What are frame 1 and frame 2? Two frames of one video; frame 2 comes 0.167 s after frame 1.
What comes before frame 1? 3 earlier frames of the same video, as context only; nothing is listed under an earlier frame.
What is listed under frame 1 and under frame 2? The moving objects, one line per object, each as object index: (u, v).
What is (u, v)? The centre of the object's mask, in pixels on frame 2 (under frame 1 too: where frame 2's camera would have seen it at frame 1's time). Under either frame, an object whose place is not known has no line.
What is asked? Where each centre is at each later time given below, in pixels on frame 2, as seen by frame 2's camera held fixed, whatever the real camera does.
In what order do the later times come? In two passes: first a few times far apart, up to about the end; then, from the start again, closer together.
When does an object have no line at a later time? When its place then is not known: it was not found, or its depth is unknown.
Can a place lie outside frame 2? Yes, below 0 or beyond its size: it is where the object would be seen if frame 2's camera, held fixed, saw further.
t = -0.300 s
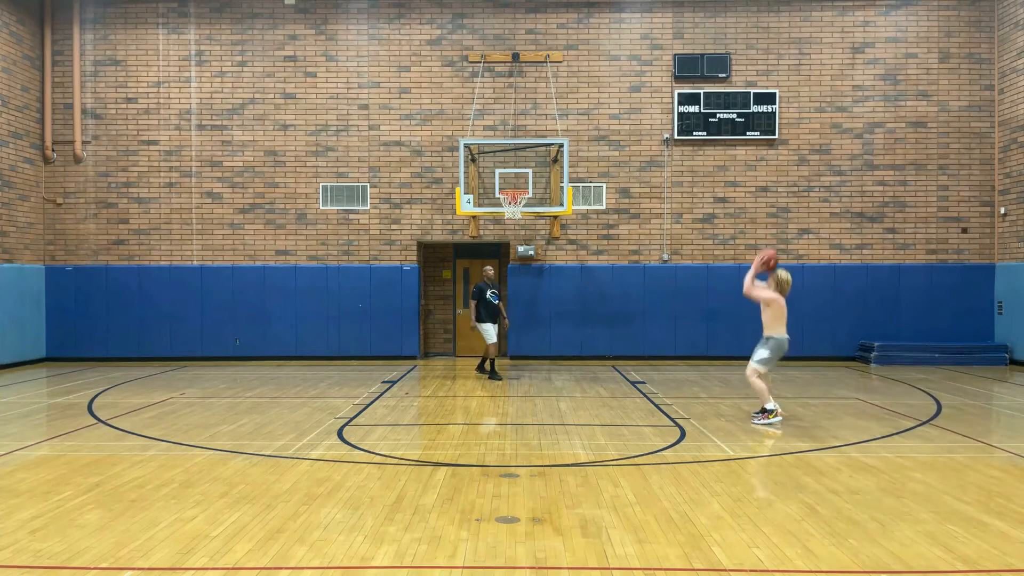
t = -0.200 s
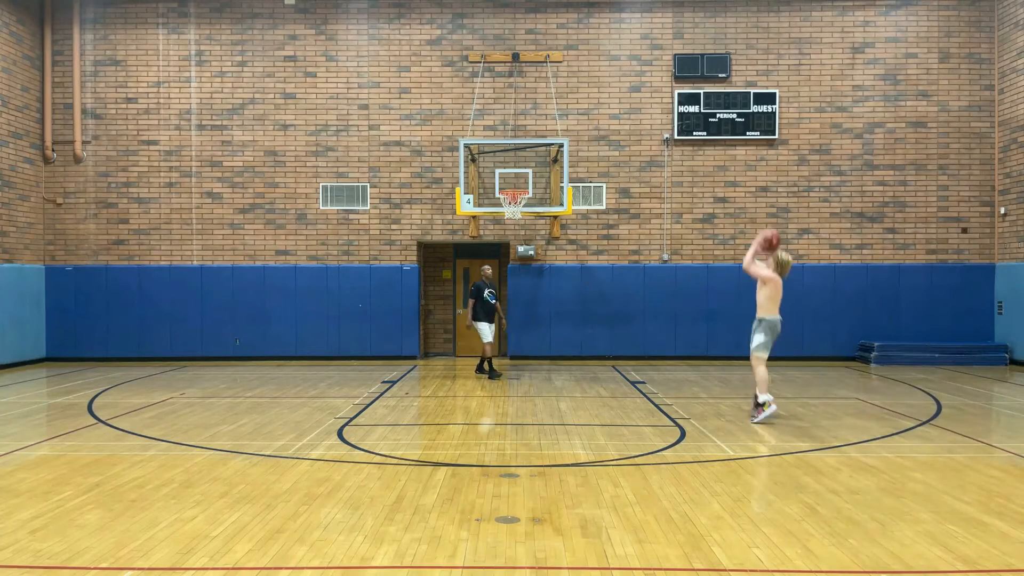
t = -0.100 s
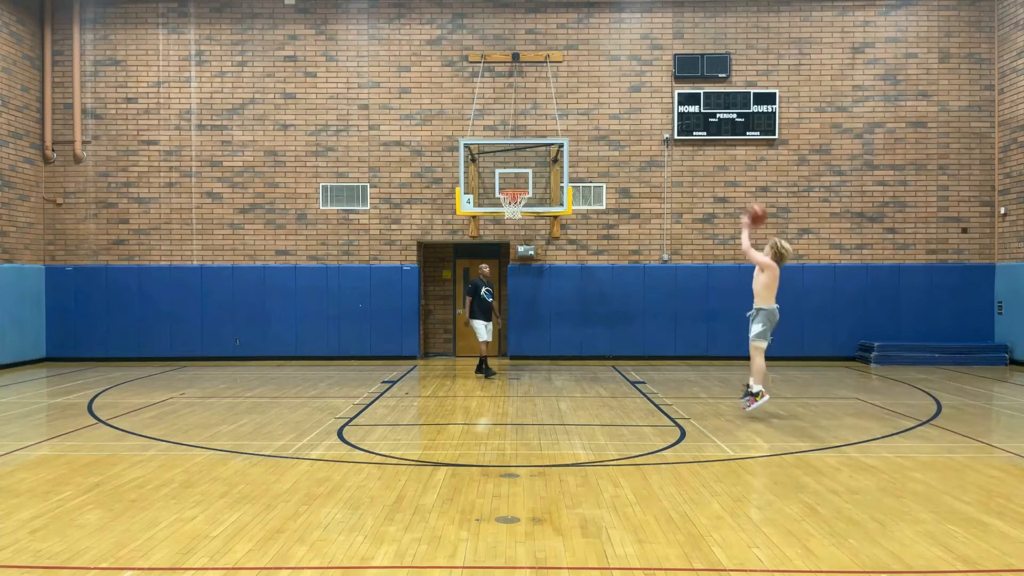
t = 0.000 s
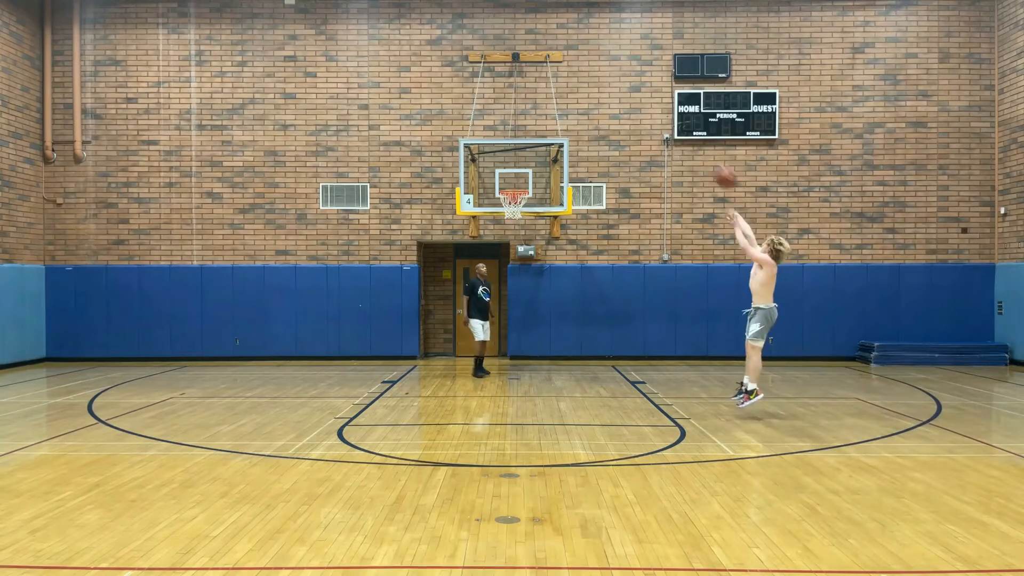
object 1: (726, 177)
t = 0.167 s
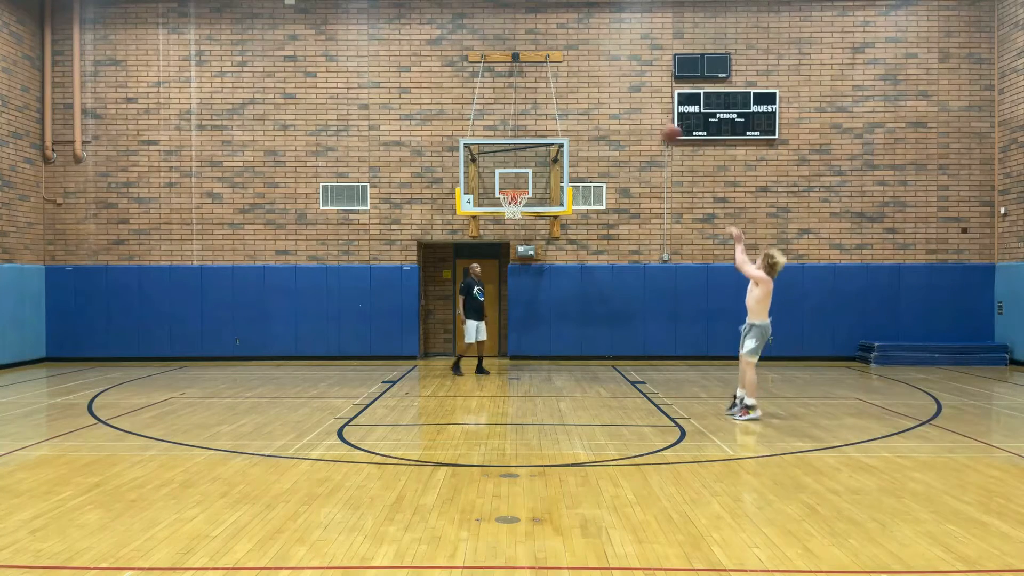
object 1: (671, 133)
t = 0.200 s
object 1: (661, 128)
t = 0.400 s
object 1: (608, 115)
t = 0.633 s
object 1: (557, 135)
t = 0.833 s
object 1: (519, 177)
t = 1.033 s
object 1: (521, 217)
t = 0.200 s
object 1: (661, 128)
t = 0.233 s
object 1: (650, 124)
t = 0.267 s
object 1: (641, 120)
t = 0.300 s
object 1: (633, 118)
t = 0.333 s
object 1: (624, 117)
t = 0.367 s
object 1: (616, 116)
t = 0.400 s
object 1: (608, 115)
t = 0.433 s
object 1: (600, 116)
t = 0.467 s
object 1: (593, 118)
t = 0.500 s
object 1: (585, 120)
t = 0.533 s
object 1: (578, 123)
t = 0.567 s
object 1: (571, 127)
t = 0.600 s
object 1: (563, 131)
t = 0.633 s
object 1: (557, 135)
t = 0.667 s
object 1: (550, 141)
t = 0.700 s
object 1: (544, 147)
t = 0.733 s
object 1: (538, 153)
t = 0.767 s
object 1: (531, 160)
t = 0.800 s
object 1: (525, 168)
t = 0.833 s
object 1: (519, 177)
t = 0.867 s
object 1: (514, 182)
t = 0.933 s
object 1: (512, 199)
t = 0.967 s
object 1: (518, 205)
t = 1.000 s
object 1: (519, 214)
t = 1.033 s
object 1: (521, 217)
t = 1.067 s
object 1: (523, 217)
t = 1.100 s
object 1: (524, 219)
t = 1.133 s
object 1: (526, 221)
